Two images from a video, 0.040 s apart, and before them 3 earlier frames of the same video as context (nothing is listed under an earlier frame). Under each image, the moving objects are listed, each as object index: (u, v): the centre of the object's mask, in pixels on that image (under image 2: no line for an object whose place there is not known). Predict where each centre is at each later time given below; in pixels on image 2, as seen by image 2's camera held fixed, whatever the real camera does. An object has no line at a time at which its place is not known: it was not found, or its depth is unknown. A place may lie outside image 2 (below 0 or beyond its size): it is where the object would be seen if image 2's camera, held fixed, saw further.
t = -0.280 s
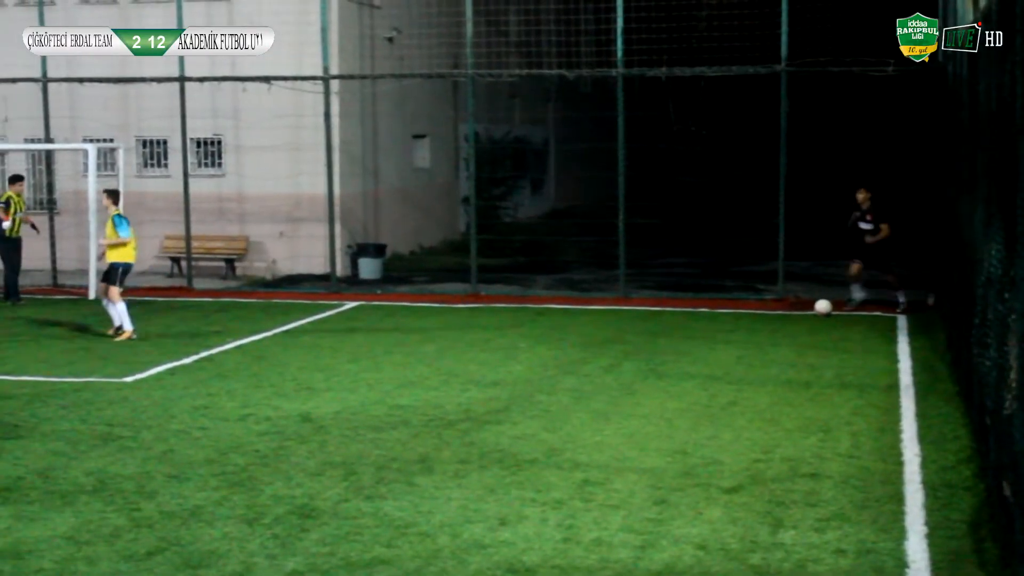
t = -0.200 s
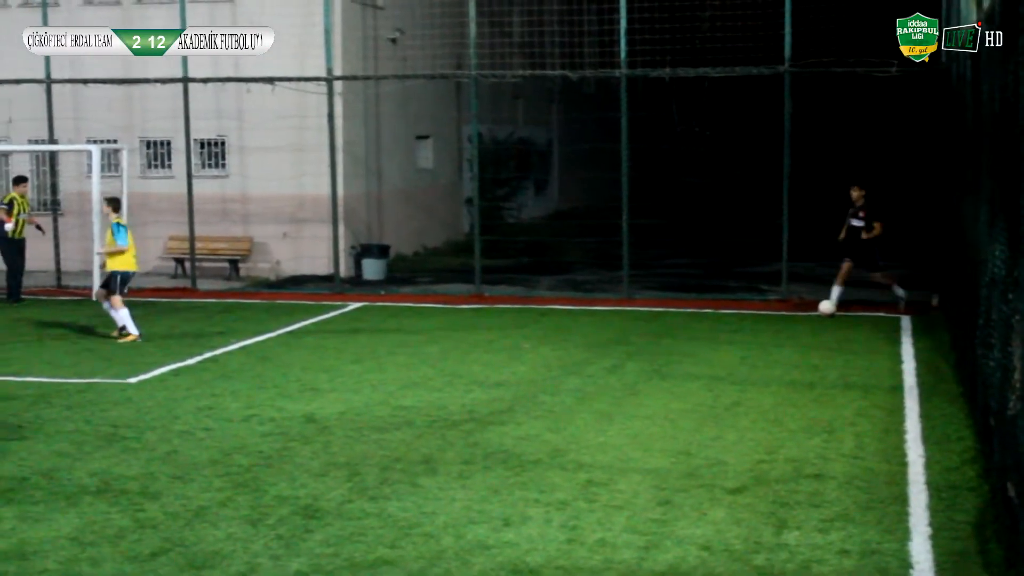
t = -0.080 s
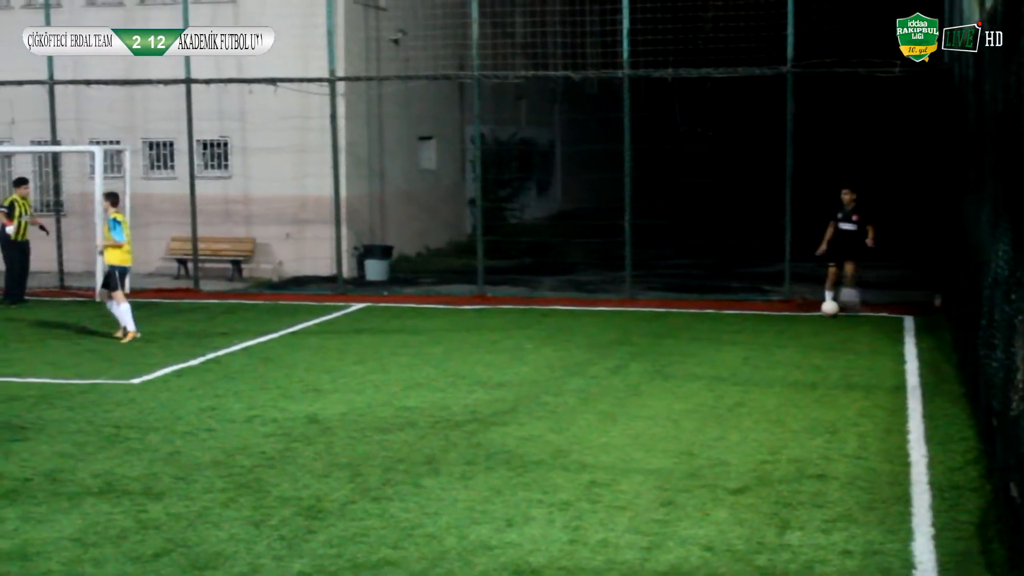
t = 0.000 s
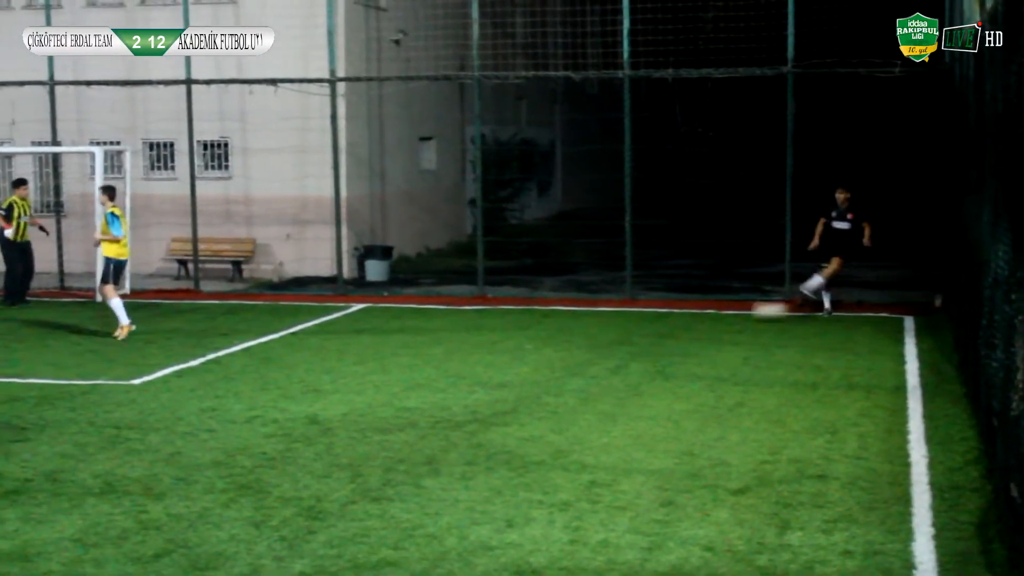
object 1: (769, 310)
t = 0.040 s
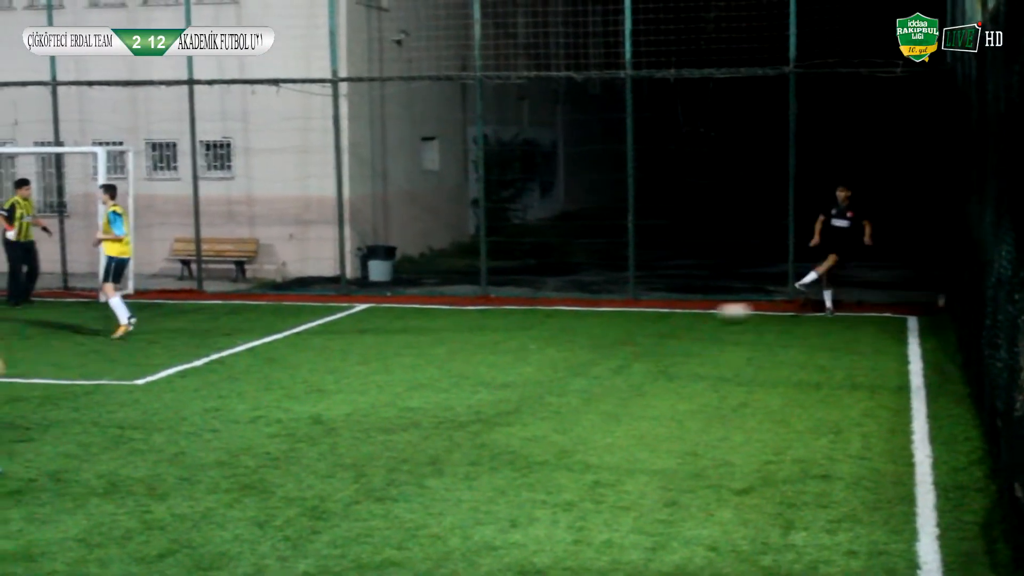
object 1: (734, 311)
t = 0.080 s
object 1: (694, 312)
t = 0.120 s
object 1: (654, 318)
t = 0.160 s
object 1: (617, 323)
